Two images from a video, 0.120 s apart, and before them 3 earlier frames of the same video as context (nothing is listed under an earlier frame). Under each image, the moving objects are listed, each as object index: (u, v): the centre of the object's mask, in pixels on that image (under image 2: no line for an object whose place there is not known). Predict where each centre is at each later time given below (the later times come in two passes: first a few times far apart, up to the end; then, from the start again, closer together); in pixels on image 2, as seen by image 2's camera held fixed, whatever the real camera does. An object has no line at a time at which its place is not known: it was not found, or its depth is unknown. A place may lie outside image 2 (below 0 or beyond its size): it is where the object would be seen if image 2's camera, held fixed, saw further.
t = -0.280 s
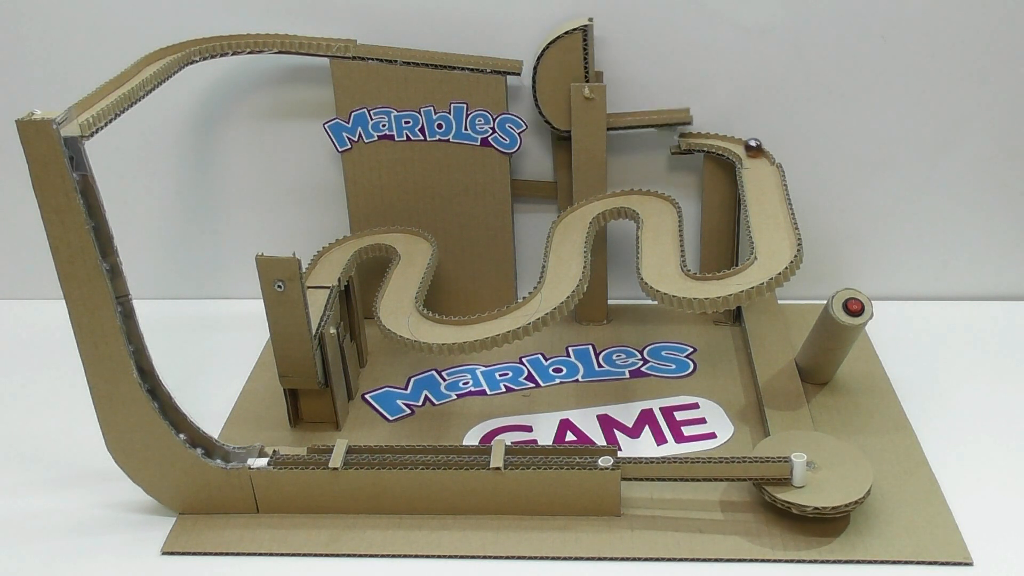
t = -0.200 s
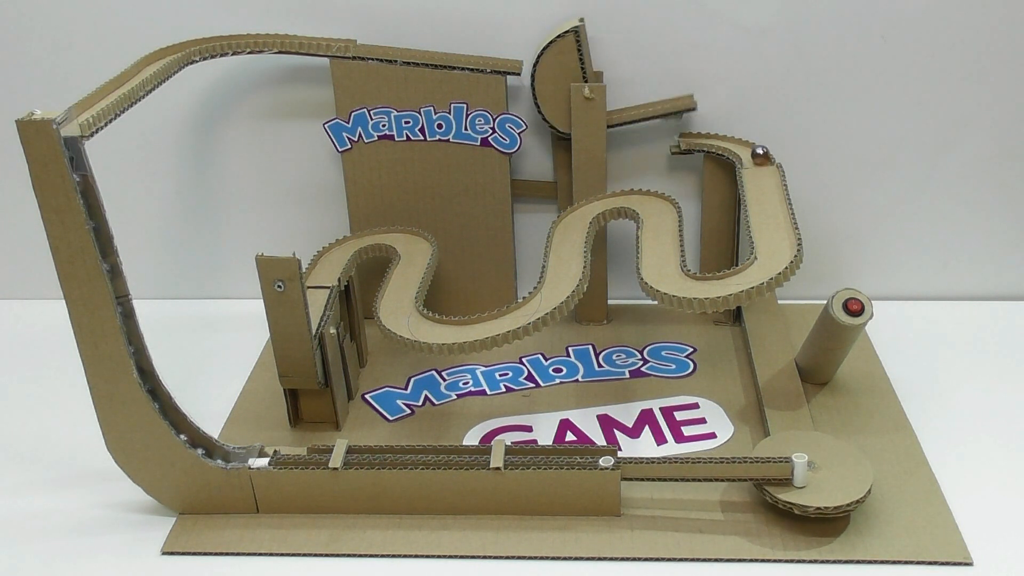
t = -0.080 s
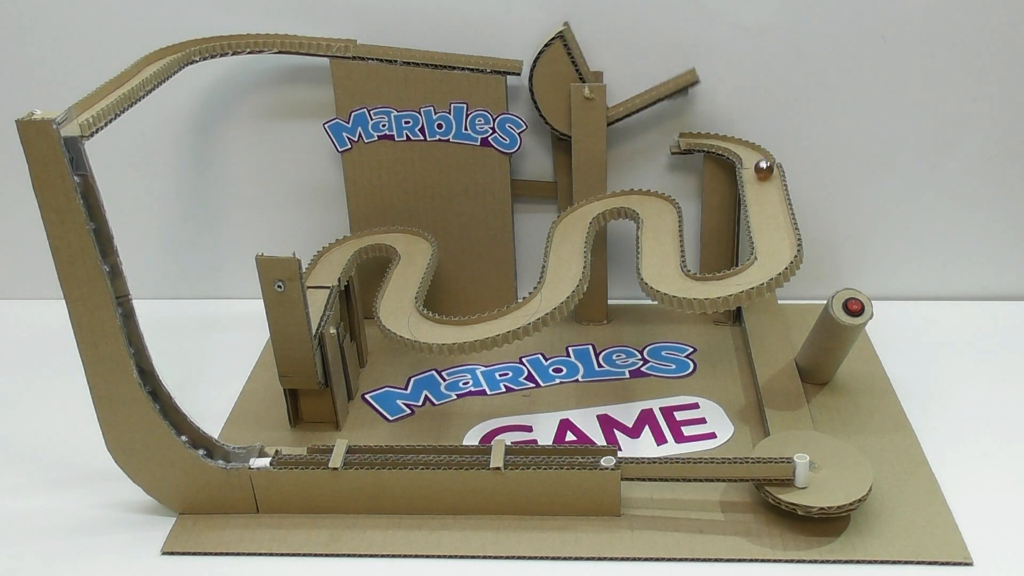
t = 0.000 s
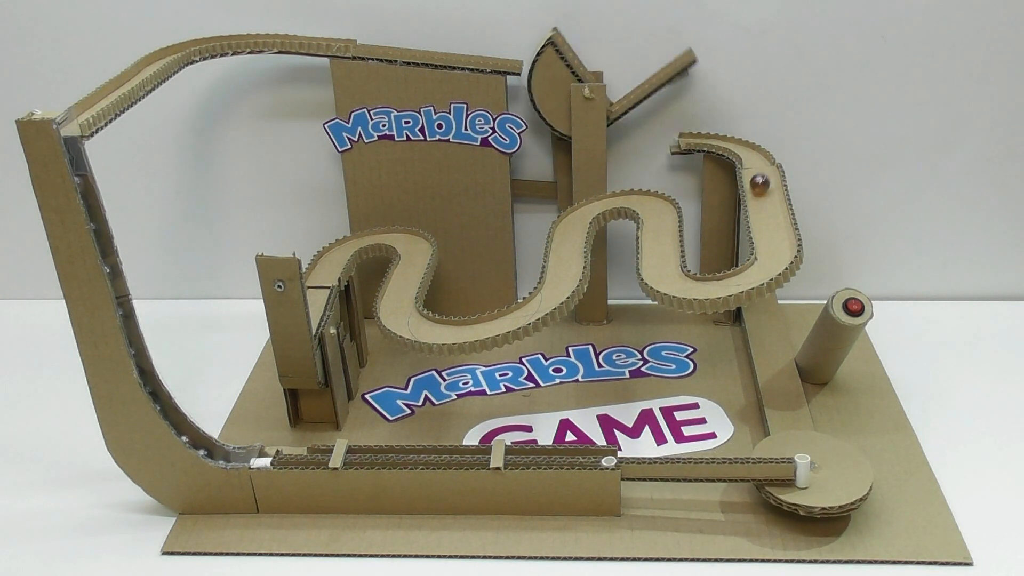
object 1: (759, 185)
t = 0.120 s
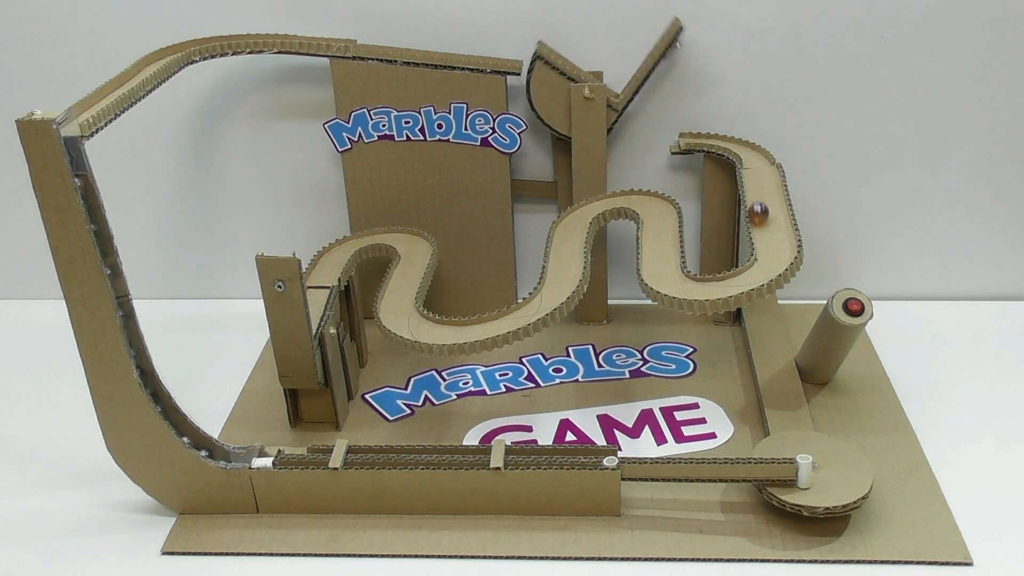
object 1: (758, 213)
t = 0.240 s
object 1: (766, 251)
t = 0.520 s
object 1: (652, 274)
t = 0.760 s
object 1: (650, 222)
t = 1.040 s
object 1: (620, 197)
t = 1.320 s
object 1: (557, 235)
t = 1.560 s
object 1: (538, 303)
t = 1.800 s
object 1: (404, 326)
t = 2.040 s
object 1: (401, 262)
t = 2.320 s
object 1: (380, 229)
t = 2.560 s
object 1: (323, 255)
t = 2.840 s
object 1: (314, 310)
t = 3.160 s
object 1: (307, 363)
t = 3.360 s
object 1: (304, 370)
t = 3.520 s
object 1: (297, 378)
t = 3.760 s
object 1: (296, 415)
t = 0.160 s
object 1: (760, 226)
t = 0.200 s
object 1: (763, 237)
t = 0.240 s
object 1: (766, 251)
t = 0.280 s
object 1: (767, 266)
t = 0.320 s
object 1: (757, 275)
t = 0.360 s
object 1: (734, 284)
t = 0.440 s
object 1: (683, 290)
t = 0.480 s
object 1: (664, 282)
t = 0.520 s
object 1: (652, 274)
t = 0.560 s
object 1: (649, 264)
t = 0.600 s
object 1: (649, 253)
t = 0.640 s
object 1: (649, 244)
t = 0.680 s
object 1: (649, 236)
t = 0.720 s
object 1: (649, 228)
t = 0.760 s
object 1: (650, 222)
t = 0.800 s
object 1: (650, 216)
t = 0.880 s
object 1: (646, 208)
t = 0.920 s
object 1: (643, 205)
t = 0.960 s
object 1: (638, 202)
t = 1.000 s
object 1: (630, 199)
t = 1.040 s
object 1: (620, 197)
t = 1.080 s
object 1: (608, 199)
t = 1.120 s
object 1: (595, 200)
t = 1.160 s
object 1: (580, 203)
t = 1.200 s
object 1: (571, 211)
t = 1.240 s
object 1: (563, 219)
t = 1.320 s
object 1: (557, 235)
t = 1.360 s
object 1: (556, 245)
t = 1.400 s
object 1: (555, 254)
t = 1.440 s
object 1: (553, 265)
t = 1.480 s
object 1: (550, 277)
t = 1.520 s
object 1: (546, 290)
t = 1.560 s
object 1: (538, 303)
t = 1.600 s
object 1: (524, 315)
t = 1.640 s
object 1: (500, 324)
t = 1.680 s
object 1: (473, 332)
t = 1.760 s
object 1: (422, 331)
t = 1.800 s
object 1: (404, 326)
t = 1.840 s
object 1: (392, 317)
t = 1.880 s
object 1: (386, 307)
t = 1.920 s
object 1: (387, 294)
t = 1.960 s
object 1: (391, 283)
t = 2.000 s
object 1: (396, 272)
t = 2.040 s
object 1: (401, 262)
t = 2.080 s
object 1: (405, 253)
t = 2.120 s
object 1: (409, 244)
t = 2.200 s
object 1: (409, 231)
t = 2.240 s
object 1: (400, 231)
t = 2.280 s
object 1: (391, 231)
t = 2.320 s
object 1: (380, 229)
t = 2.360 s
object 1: (369, 231)
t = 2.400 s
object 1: (359, 234)
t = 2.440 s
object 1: (347, 238)
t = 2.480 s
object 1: (337, 243)
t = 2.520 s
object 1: (327, 249)
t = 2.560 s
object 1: (323, 255)
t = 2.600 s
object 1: (319, 262)
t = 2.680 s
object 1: (312, 277)
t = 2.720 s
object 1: (314, 284)
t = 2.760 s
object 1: (315, 292)
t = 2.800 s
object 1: (315, 301)
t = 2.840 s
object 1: (314, 310)
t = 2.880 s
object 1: (313, 320)
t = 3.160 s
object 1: (307, 363)
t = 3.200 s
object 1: (309, 365)
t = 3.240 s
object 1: (311, 365)
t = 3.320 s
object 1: (307, 368)
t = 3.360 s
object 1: (304, 370)
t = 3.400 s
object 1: (302, 372)
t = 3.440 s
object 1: (300, 374)
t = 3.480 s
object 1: (298, 375)
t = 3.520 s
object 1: (297, 378)
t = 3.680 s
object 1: (298, 397)
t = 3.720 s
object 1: (297, 405)
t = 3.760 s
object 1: (296, 415)
